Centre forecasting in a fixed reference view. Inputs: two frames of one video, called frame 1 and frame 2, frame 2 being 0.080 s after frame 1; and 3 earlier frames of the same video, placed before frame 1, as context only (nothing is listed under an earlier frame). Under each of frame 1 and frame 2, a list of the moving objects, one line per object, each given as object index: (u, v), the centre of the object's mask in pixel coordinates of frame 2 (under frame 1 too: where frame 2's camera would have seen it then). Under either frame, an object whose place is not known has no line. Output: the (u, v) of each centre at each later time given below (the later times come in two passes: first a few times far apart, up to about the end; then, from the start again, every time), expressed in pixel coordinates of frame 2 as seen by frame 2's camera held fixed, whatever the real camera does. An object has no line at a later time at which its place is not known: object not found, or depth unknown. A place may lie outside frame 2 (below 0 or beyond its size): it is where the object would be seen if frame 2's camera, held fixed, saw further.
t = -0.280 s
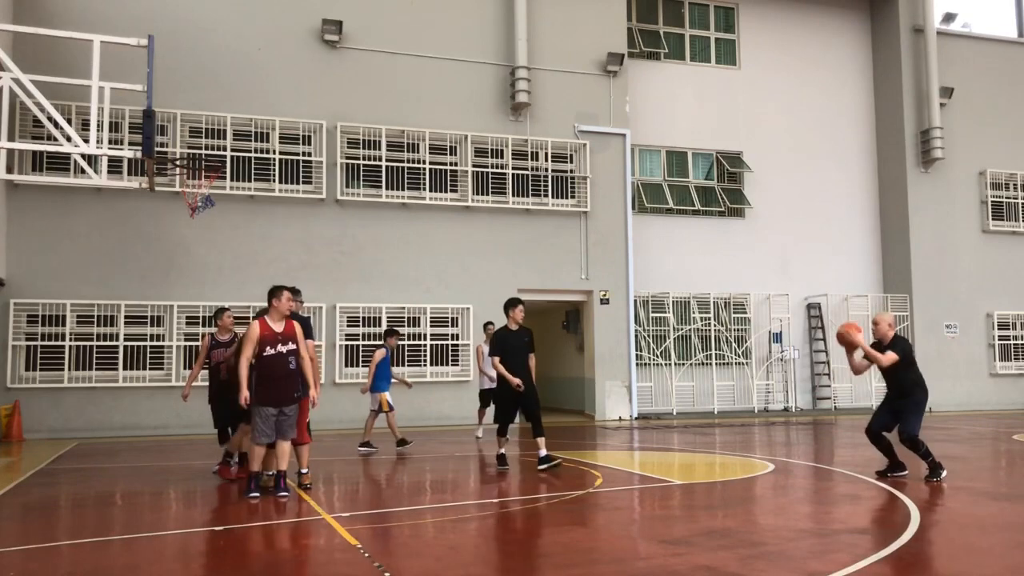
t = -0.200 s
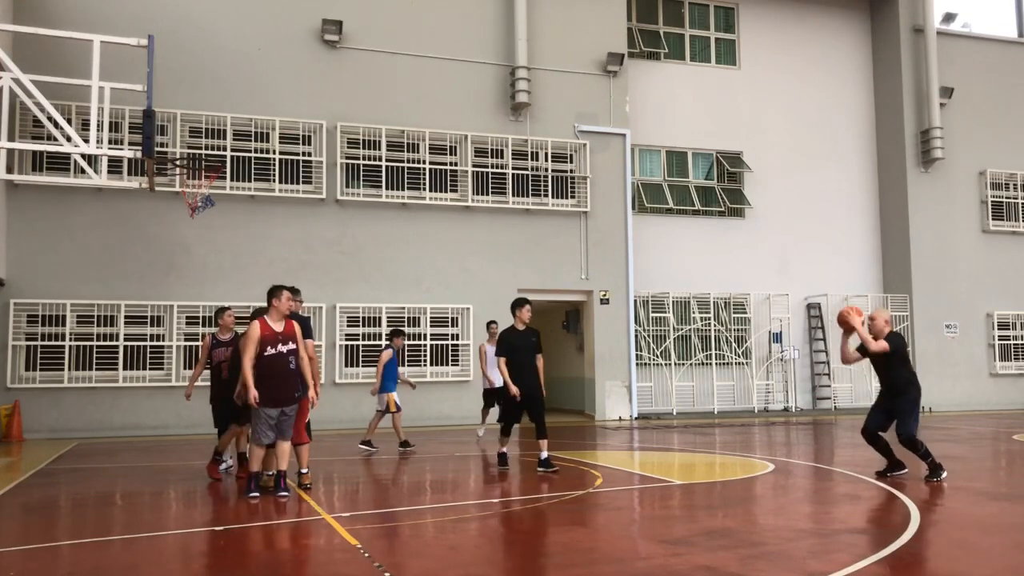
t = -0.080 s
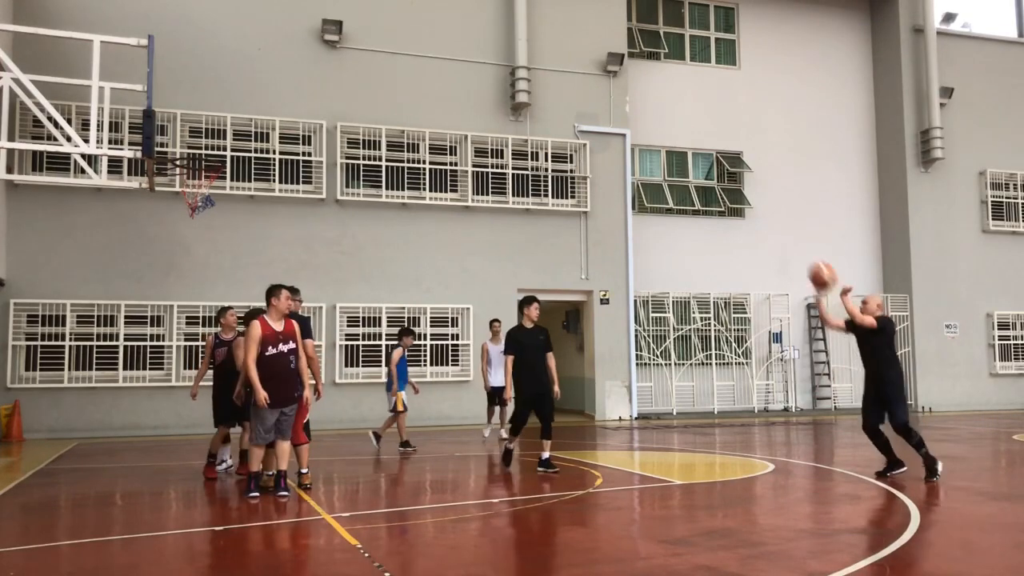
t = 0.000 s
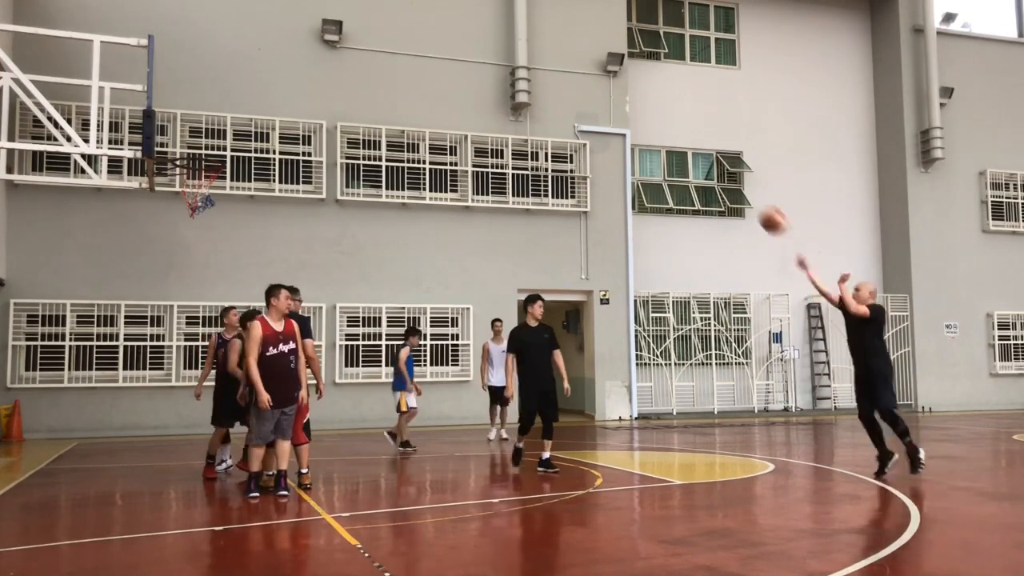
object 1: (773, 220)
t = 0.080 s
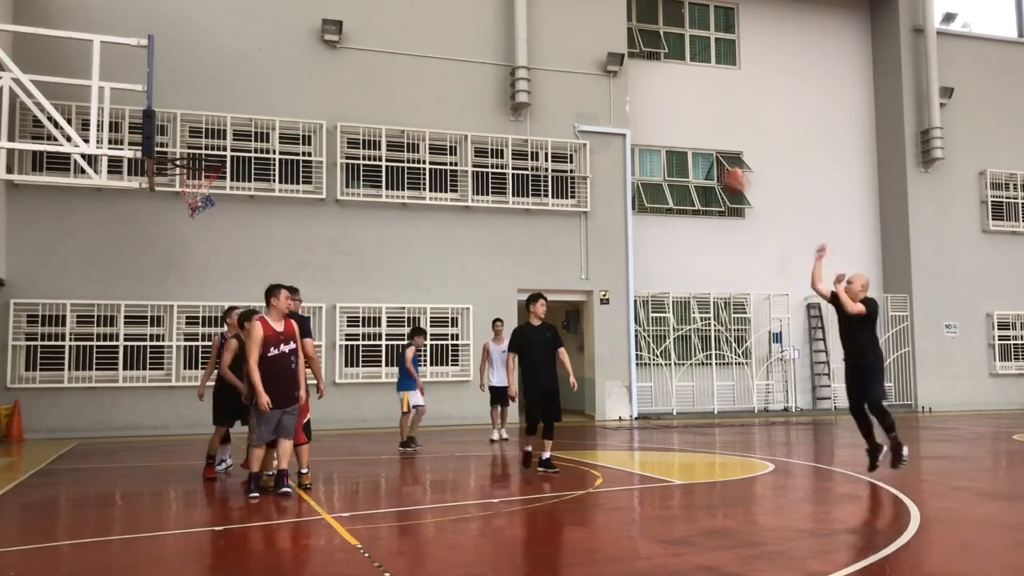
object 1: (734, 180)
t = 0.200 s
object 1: (657, 115)
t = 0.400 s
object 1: (545, 51)
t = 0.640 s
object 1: (417, 26)
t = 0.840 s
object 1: (309, 46)
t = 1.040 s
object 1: (202, 103)
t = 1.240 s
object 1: (215, 186)
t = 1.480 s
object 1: (231, 200)
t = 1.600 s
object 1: (239, 229)
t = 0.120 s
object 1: (704, 153)
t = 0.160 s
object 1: (684, 137)
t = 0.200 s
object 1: (657, 115)
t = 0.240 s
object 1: (638, 102)
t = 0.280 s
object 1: (619, 90)
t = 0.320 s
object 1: (590, 73)
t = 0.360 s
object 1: (572, 63)
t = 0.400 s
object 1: (545, 51)
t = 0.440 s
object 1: (527, 45)
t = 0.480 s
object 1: (507, 39)
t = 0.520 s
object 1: (481, 32)
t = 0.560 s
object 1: (463, 29)
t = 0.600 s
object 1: (436, 26)
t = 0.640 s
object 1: (417, 26)
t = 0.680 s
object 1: (400, 26)
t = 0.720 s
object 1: (372, 29)
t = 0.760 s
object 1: (356, 32)
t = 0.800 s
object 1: (328, 39)
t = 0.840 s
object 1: (309, 46)
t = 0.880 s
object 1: (292, 52)
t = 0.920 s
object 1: (265, 65)
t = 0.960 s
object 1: (247, 75)
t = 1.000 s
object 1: (220, 91)
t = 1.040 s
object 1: (202, 103)
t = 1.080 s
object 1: (183, 117)
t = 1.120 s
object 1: (172, 138)
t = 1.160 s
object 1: (186, 152)
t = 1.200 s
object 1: (205, 175)
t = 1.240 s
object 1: (215, 186)
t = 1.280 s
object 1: (218, 187)
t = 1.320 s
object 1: (222, 185)
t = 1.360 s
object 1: (225, 186)
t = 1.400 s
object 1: (228, 192)
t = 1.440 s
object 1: (229, 195)
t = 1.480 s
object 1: (231, 200)
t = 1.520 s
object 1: (235, 209)
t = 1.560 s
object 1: (236, 216)
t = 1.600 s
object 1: (239, 229)
